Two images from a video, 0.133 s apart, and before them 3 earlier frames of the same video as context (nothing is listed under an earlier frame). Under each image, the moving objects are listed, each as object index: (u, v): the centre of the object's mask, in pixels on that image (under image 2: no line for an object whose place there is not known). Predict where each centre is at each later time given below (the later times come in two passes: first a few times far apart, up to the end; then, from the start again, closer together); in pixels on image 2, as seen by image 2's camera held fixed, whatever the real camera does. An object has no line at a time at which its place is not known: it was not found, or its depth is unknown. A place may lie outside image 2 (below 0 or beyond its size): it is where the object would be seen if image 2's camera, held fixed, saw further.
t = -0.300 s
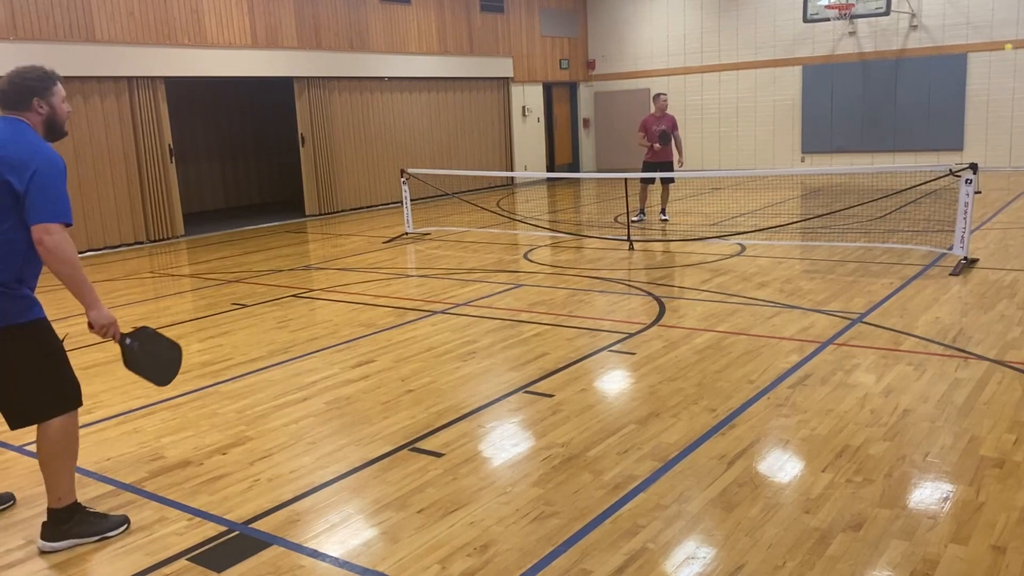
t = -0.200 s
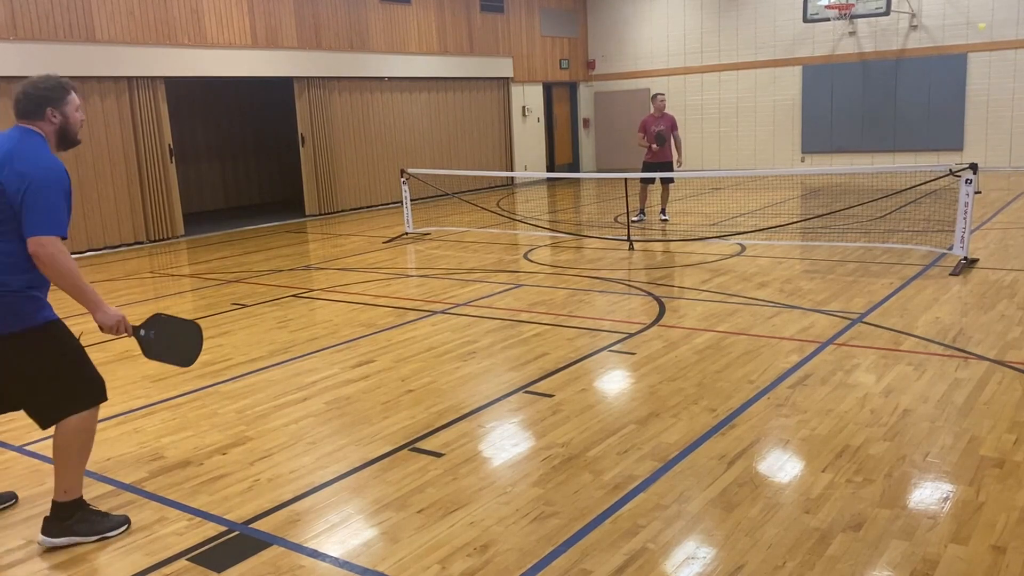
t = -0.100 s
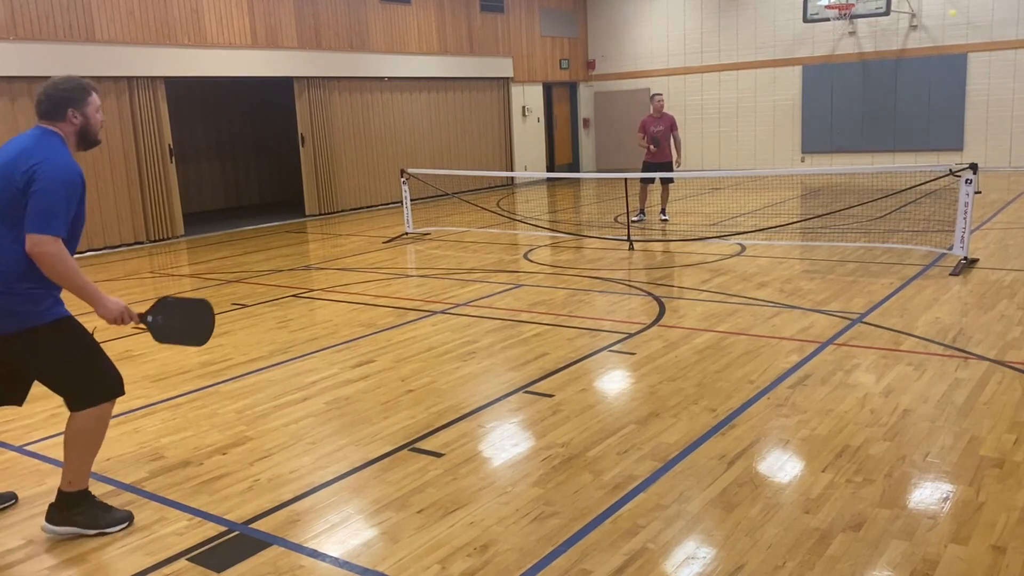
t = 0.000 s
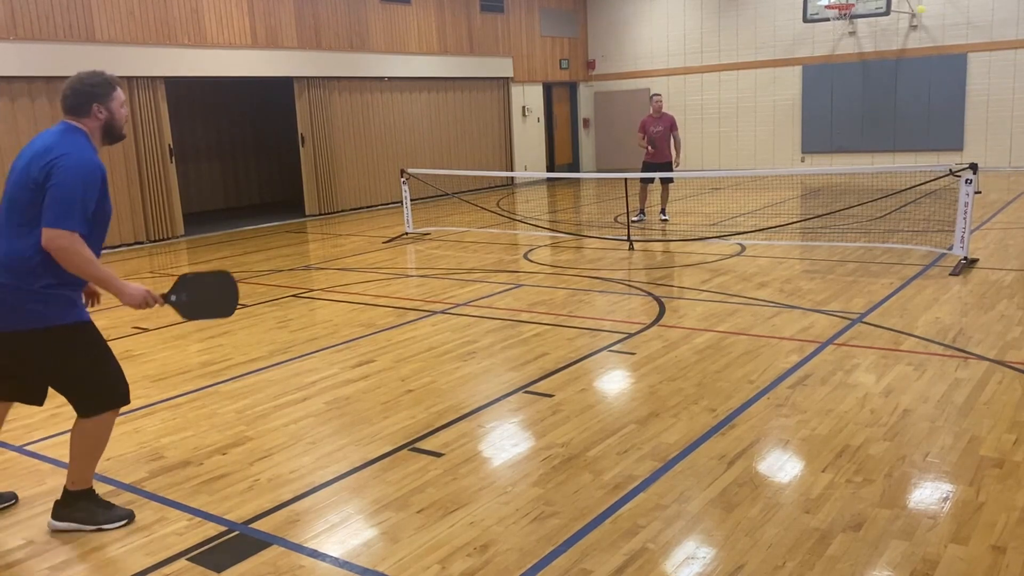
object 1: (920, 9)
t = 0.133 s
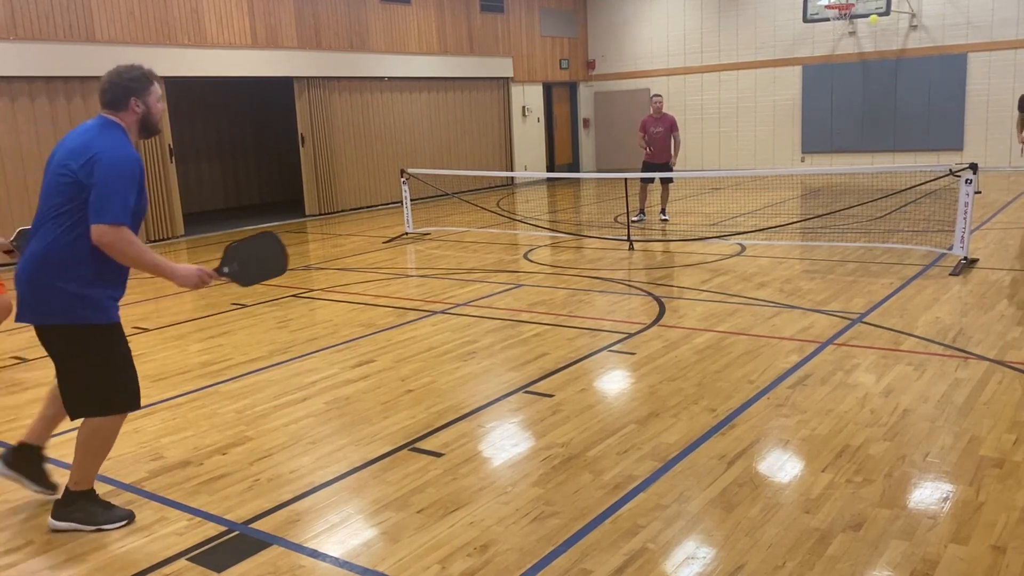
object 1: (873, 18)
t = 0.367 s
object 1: (774, 90)
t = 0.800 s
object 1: (561, 324)
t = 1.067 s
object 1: (479, 271)
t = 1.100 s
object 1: (468, 273)
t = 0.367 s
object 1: (774, 90)
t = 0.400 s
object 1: (758, 107)
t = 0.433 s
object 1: (742, 126)
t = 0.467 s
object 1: (724, 147)
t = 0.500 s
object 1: (707, 170)
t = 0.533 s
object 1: (688, 196)
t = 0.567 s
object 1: (670, 223)
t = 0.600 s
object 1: (651, 253)
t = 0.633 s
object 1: (633, 283)
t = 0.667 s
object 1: (613, 319)
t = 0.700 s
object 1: (593, 355)
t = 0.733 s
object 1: (581, 355)
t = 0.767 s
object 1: (571, 339)
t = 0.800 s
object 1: (561, 324)
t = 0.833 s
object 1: (552, 311)
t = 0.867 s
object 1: (542, 300)
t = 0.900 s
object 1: (532, 290)
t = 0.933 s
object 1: (522, 283)
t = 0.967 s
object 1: (512, 278)
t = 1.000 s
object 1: (501, 274)
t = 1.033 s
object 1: (491, 272)
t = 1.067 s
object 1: (479, 271)
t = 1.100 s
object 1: (468, 273)
